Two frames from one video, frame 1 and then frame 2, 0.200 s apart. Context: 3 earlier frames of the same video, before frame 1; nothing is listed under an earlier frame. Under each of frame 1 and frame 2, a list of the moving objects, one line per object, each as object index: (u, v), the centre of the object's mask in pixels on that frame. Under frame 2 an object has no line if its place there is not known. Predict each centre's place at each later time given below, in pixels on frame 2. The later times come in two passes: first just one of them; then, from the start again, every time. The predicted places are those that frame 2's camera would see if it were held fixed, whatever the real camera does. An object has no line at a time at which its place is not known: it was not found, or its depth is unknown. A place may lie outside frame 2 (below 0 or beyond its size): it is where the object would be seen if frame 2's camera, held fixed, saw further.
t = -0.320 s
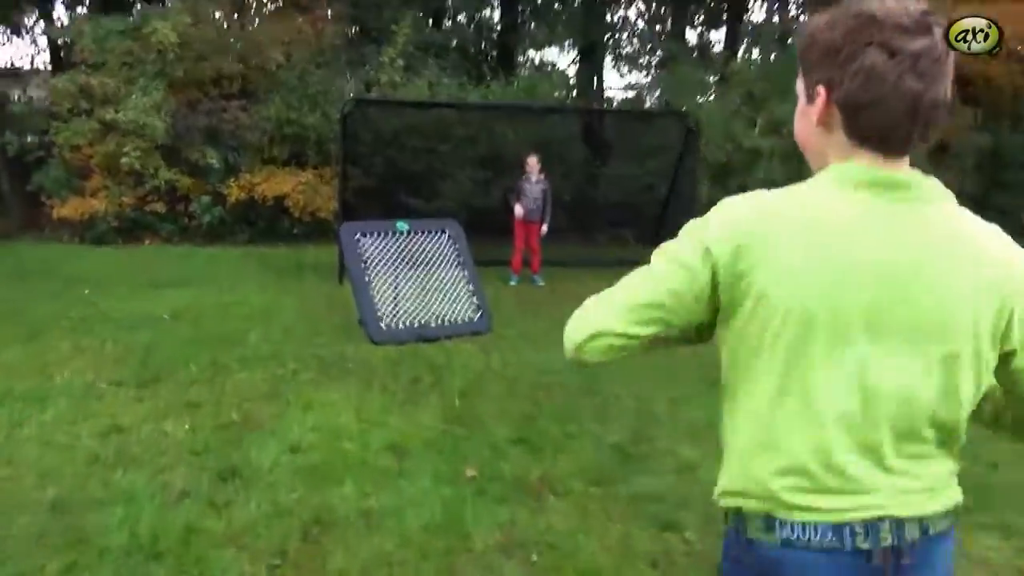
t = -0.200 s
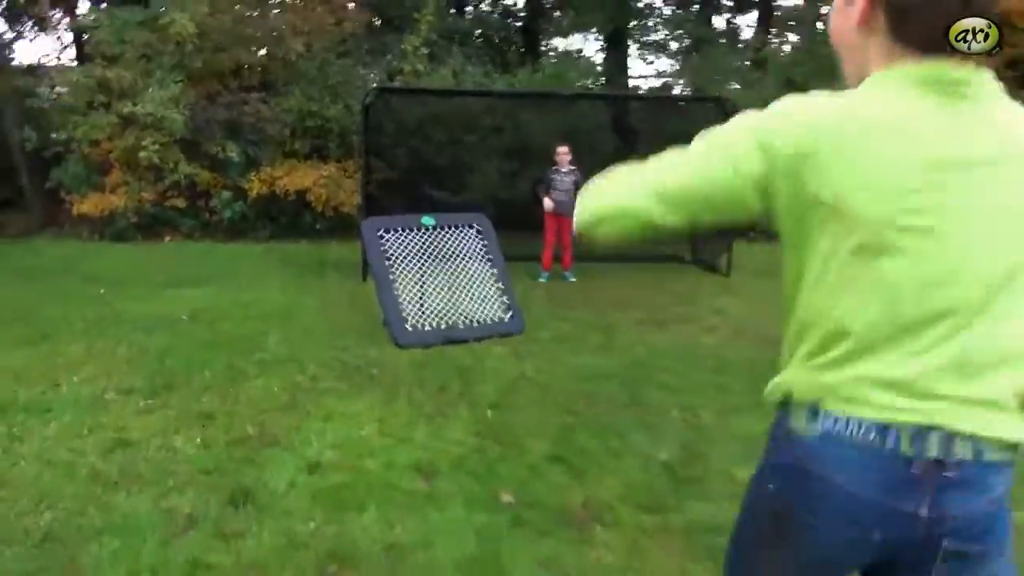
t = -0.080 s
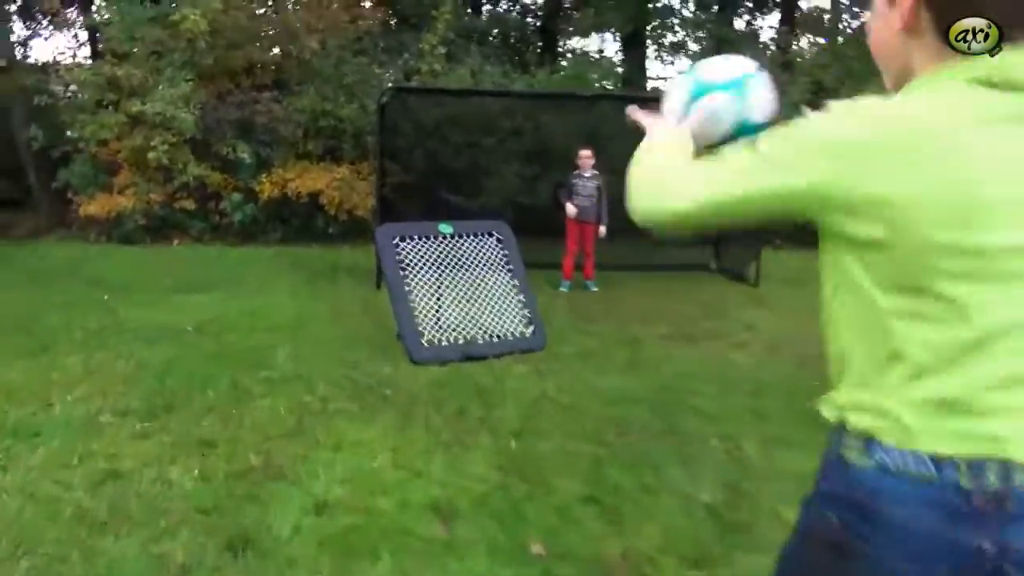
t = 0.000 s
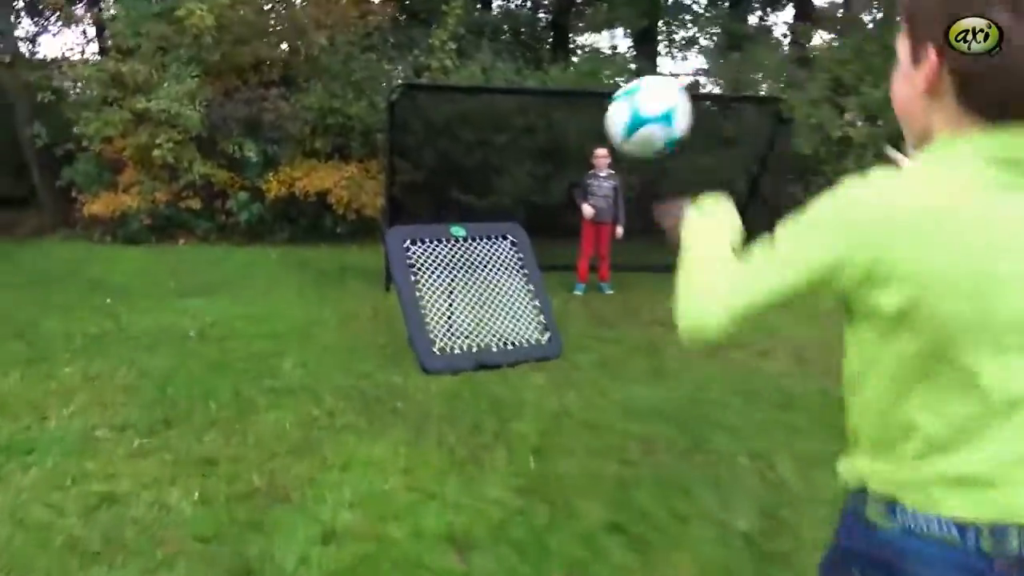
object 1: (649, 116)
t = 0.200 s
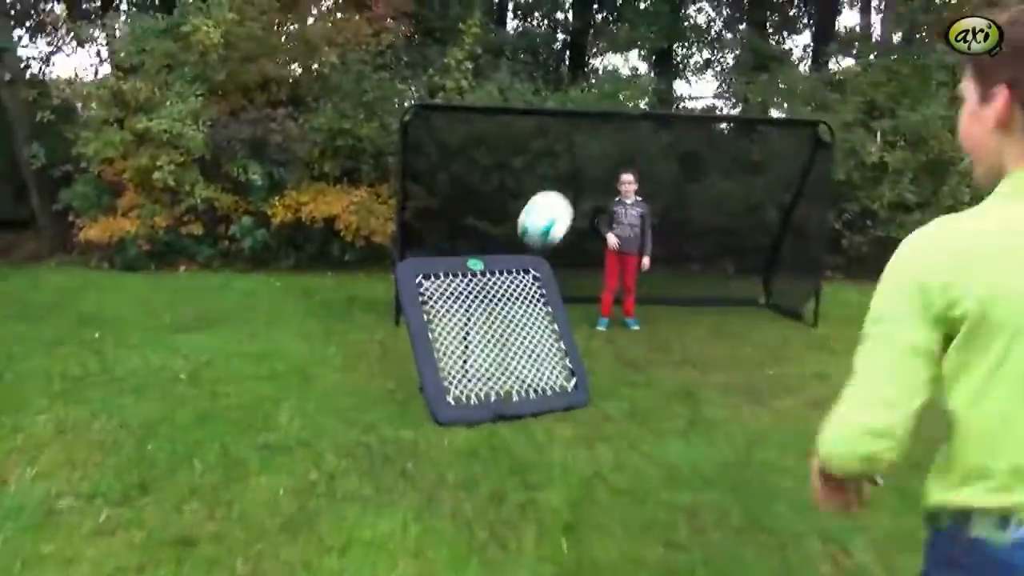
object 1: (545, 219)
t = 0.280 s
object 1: (515, 256)
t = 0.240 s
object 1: (529, 237)
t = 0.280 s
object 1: (515, 256)
